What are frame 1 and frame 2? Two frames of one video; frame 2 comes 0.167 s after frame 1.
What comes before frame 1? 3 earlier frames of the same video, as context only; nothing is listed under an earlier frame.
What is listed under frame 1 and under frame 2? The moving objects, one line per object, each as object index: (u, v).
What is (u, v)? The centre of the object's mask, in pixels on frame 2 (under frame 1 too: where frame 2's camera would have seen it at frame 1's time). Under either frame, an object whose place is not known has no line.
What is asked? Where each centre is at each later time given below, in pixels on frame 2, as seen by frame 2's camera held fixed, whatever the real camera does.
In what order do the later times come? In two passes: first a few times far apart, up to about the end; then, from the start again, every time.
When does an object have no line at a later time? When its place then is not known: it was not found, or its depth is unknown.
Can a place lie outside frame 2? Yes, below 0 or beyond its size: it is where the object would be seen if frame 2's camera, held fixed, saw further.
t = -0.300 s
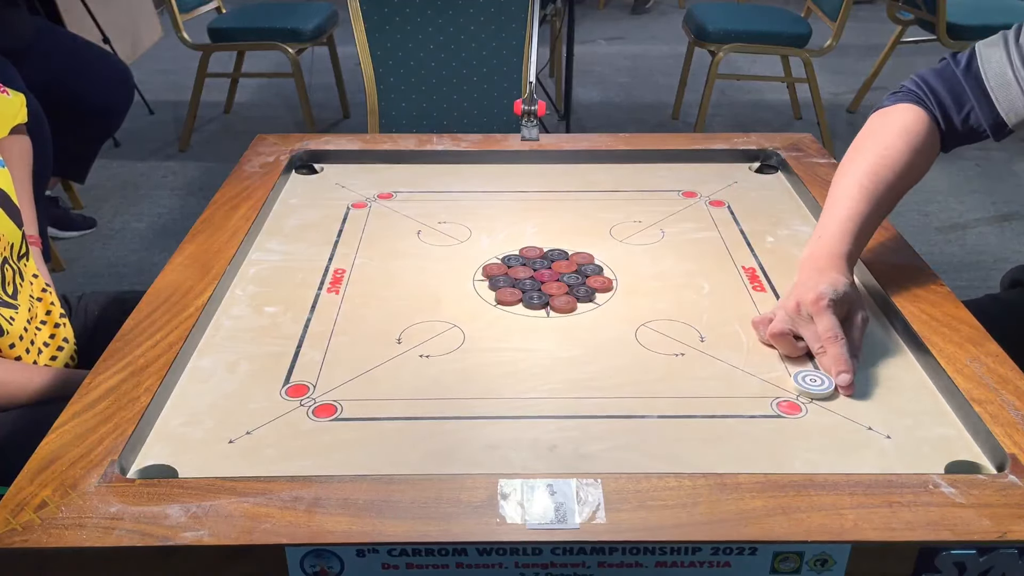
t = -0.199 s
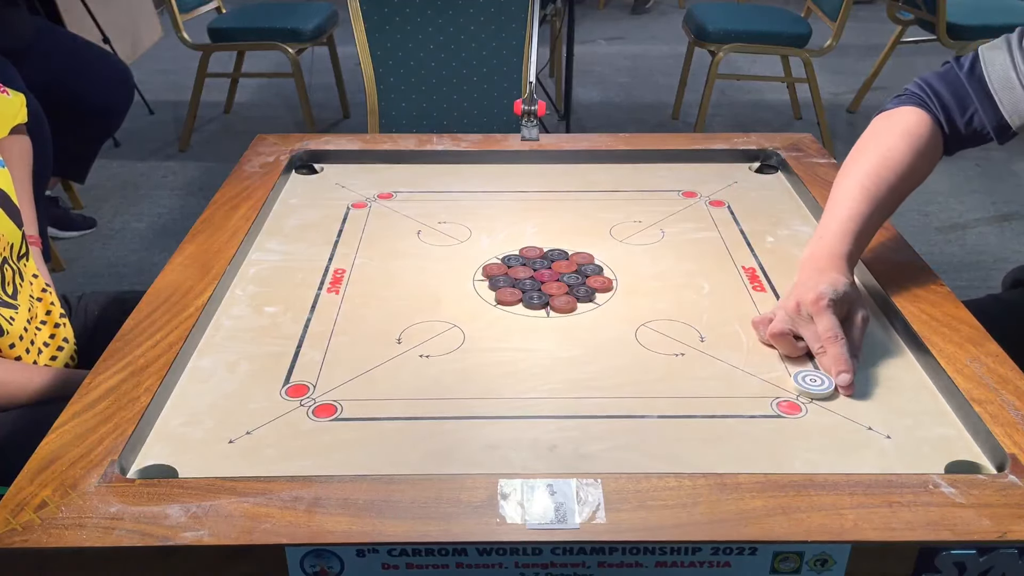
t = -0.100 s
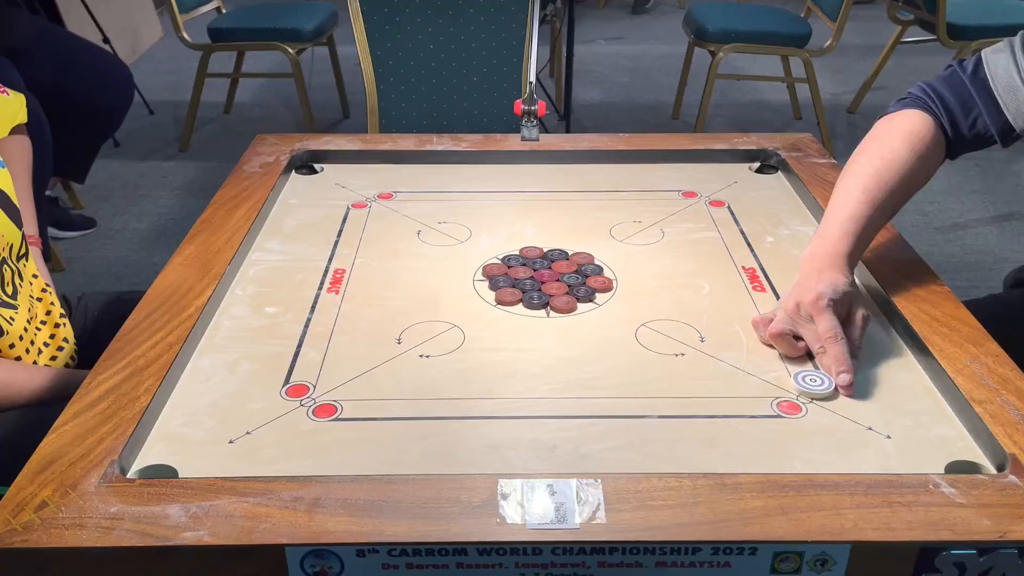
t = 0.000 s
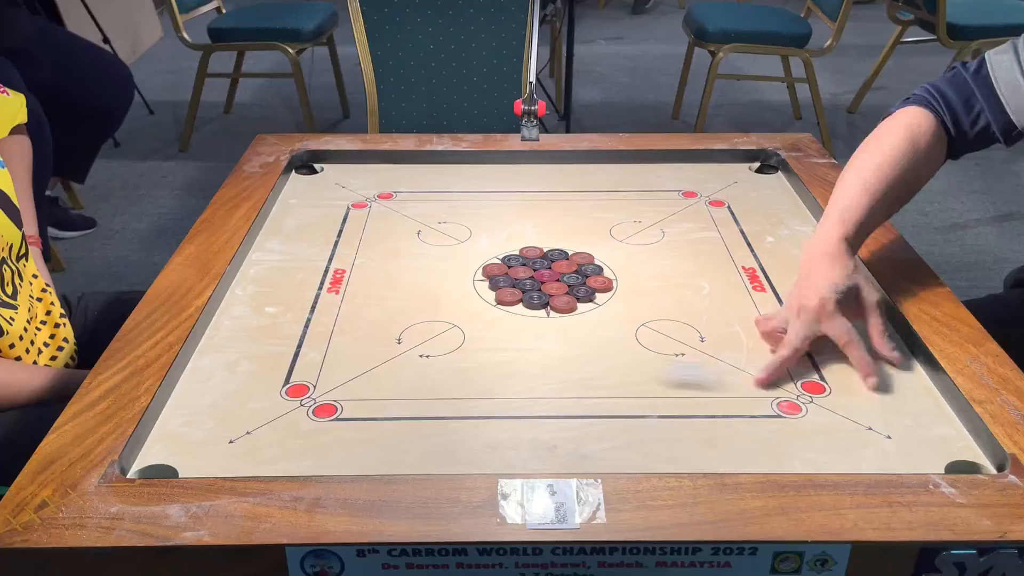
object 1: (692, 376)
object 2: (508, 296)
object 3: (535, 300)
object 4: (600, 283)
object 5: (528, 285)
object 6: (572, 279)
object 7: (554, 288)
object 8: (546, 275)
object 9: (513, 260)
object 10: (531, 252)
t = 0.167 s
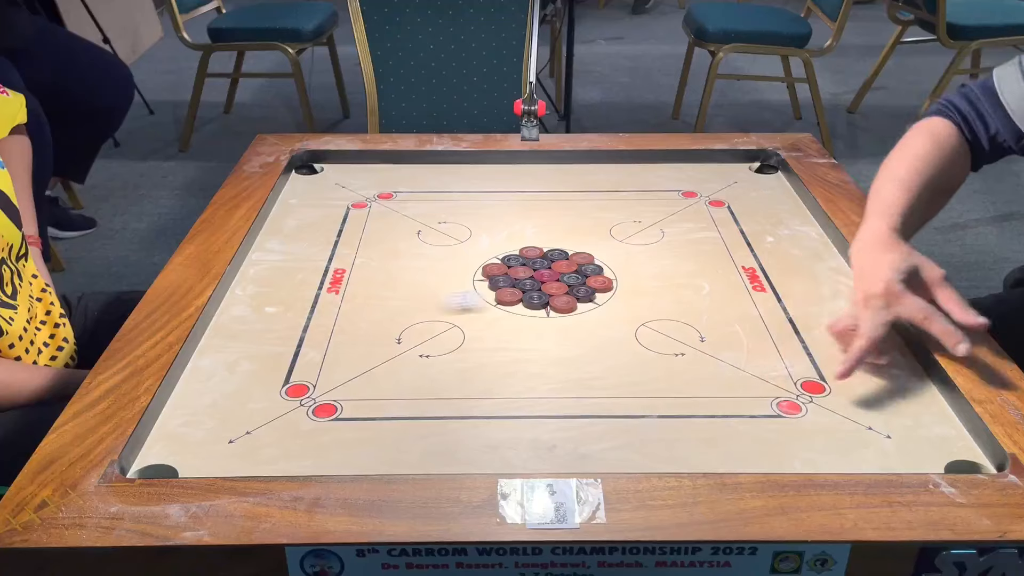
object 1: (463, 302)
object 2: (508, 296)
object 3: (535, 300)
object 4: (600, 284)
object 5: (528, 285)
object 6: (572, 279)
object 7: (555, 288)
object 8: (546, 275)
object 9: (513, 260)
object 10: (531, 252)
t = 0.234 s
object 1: (482, 312)
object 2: (525, 310)
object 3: (591, 312)
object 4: (671, 278)
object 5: (544, 292)
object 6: (615, 276)
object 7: (577, 283)
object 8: (558, 271)
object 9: (500, 245)
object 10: (511, 226)
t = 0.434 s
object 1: (492, 340)
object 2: (568, 350)
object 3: (767, 351)
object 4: (803, 262)
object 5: (587, 306)
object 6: (730, 263)
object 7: (630, 267)
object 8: (583, 259)
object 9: (469, 205)
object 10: (462, 171)
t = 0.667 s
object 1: (497, 356)
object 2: (599, 380)
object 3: (728, 381)
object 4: (823, 306)
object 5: (608, 313)
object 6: (826, 251)
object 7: (658, 258)
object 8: (587, 257)
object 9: (480, 203)
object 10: (376, 194)
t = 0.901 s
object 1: (497, 359)
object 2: (606, 386)
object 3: (634, 401)
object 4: (846, 339)
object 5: (609, 313)
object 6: (784, 244)
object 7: (659, 258)
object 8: (587, 257)
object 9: (493, 207)
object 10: (299, 200)
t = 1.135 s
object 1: (497, 359)
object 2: (602, 384)
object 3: (594, 418)
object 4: (856, 355)
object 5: (609, 313)
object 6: (780, 243)
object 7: (659, 258)
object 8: (587, 257)
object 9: (493, 207)
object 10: (299, 202)
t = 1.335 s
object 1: (498, 359)
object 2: (602, 385)
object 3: (590, 421)
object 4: (857, 356)
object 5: (609, 313)
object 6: (780, 243)
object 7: (659, 258)
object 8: (587, 257)
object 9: (493, 207)
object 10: (299, 202)
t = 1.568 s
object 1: (498, 359)
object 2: (602, 384)
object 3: (590, 421)
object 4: (857, 356)
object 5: (609, 313)
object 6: (780, 243)
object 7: (659, 258)
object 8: (587, 257)
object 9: (507, 208)
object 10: (299, 202)
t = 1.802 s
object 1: (498, 359)
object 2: (602, 385)
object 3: (590, 421)
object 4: (857, 356)
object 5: (609, 313)
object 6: (780, 243)
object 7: (659, 258)
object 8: (587, 257)
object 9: (509, 208)
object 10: (299, 202)
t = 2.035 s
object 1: (498, 359)
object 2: (602, 384)
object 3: (590, 421)
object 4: (857, 356)
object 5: (609, 313)
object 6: (780, 243)
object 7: (659, 258)
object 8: (587, 257)
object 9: (509, 208)
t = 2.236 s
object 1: (497, 359)
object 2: (602, 384)
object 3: (590, 421)
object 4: (857, 356)
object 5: (609, 313)
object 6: (780, 243)
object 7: (659, 258)
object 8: (587, 257)
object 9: (509, 208)
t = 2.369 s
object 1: (497, 359)
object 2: (602, 384)
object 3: (590, 421)
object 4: (857, 356)
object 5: (609, 313)
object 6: (780, 243)
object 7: (659, 258)
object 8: (587, 257)
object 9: (509, 208)
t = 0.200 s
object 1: (480, 306)
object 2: (516, 303)
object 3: (562, 306)
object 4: (634, 281)
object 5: (536, 289)
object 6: (593, 278)
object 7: (566, 287)
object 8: (553, 273)
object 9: (507, 254)
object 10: (521, 239)
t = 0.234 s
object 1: (482, 312)
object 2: (525, 310)
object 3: (591, 312)
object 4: (671, 278)
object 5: (544, 292)
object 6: (615, 276)
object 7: (577, 283)
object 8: (558, 271)
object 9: (500, 245)
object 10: (511, 226)
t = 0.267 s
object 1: (484, 318)
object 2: (533, 318)
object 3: (620, 319)
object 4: (708, 275)
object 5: (553, 295)
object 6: (636, 273)
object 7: (588, 280)
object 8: (564, 268)
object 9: (494, 237)
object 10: (501, 212)
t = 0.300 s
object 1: (486, 323)
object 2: (541, 325)
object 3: (650, 325)
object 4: (745, 272)
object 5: (561, 297)
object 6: (656, 271)
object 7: (598, 277)
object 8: (570, 266)
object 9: (488, 230)
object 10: (492, 200)
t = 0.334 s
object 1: (488, 328)
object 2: (548, 332)
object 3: (679, 332)
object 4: (778, 269)
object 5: (567, 299)
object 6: (676, 269)
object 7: (607, 274)
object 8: (574, 264)
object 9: (483, 223)
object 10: (484, 189)
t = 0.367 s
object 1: (489, 332)
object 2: (555, 338)
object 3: (708, 338)
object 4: (811, 266)
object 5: (574, 302)
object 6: (695, 266)
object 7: (615, 272)
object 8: (578, 262)
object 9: (478, 217)
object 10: (476, 179)
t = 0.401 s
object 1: (491, 336)
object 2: (562, 344)
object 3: (737, 345)
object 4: (830, 263)
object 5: (581, 304)
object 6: (713, 264)
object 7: (623, 269)
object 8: (581, 260)
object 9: (473, 211)
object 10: (469, 169)
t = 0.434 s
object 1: (492, 340)
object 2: (568, 350)
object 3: (767, 351)
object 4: (803, 262)
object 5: (587, 306)
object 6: (730, 263)
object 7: (630, 267)
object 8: (583, 259)
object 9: (469, 205)
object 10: (462, 171)
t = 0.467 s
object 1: (493, 343)
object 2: (574, 356)
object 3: (797, 358)
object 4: (798, 267)
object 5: (592, 307)
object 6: (746, 260)
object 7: (636, 265)
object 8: (585, 258)
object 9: (465, 201)
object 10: (455, 178)
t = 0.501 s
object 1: (494, 347)
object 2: (580, 361)
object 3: (816, 364)
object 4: (803, 274)
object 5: (596, 309)
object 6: (762, 259)
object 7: (642, 264)
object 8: (586, 257)
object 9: (461, 196)
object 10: (447, 186)
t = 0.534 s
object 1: (495, 349)
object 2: (584, 366)
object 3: (797, 367)
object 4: (807, 281)
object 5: (600, 310)
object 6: (776, 257)
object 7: (647, 262)
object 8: (587, 257)
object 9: (463, 196)
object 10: (435, 189)
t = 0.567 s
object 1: (496, 352)
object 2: (589, 370)
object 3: (779, 371)
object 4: (811, 287)
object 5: (603, 311)
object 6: (790, 256)
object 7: (651, 261)
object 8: (587, 257)
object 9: (468, 198)
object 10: (420, 190)
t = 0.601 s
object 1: (496, 354)
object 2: (592, 373)
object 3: (762, 374)
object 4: (816, 294)
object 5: (606, 312)
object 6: (803, 254)
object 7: (654, 260)
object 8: (587, 257)
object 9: (472, 200)
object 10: (405, 192)
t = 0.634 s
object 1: (497, 356)
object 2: (596, 377)
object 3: (744, 378)
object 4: (820, 300)
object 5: (608, 313)
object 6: (815, 252)
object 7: (656, 259)
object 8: (587, 257)
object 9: (476, 201)
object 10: (390, 193)
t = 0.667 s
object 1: (497, 356)
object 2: (599, 380)
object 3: (728, 381)
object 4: (823, 306)
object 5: (608, 313)
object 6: (826, 251)
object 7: (658, 258)
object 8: (587, 257)
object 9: (480, 203)
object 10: (376, 194)
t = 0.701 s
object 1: (497, 358)
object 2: (602, 382)
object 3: (713, 384)
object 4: (827, 311)
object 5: (609, 313)
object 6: (817, 249)
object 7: (659, 258)
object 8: (587, 257)
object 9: (483, 204)
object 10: (364, 195)
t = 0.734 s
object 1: (497, 359)
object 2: (604, 384)
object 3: (698, 387)
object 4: (831, 317)
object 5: (609, 313)
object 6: (810, 248)
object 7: (659, 258)
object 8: (587, 257)
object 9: (486, 205)
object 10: (351, 196)
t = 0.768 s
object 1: (498, 359)
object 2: (605, 385)
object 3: (683, 390)
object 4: (834, 322)
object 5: (609, 313)
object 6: (803, 247)
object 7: (659, 258)
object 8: (587, 257)
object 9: (489, 206)
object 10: (340, 197)
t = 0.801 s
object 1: (497, 359)
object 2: (606, 386)
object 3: (669, 393)
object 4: (837, 327)
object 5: (609, 313)
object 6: (797, 246)
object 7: (659, 258)
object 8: (587, 257)
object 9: (491, 207)
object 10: (328, 198)
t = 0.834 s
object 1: (497, 359)
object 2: (606, 386)
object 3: (657, 395)
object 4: (840, 331)
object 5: (609, 313)
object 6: (791, 245)
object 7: (659, 258)
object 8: (587, 257)
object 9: (492, 207)
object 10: (318, 198)
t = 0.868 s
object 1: (497, 359)
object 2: (606, 386)
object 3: (644, 398)
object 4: (843, 335)
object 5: (609, 313)
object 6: (787, 244)
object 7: (659, 258)
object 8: (587, 257)
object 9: (493, 207)
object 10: (309, 199)
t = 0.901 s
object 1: (497, 359)
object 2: (606, 386)
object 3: (634, 401)
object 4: (846, 339)
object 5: (609, 313)
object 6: (784, 244)
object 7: (659, 258)
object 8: (587, 257)
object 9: (493, 207)
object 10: (299, 200)
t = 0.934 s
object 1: (497, 359)
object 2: (603, 385)
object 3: (626, 405)
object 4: (847, 343)
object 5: (609, 313)
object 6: (782, 243)
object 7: (659, 258)
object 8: (587, 257)
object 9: (493, 207)
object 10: (292, 201)
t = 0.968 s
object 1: (497, 359)
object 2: (602, 384)
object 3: (619, 408)
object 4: (849, 346)
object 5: (609, 313)
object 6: (781, 243)
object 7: (659, 258)
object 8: (587, 257)
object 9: (493, 207)
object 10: (288, 201)
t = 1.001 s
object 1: (498, 359)
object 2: (602, 384)
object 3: (612, 410)
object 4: (851, 349)
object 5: (609, 313)
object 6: (780, 243)
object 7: (659, 258)
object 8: (587, 257)
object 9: (493, 207)
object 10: (292, 201)
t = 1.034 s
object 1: (497, 359)
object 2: (602, 384)
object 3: (606, 412)
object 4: (852, 351)
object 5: (609, 313)
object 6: (780, 243)
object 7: (659, 258)
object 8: (587, 257)
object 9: (493, 207)
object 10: (295, 201)
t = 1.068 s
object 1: (498, 359)
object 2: (602, 384)
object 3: (601, 414)
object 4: (854, 353)
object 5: (609, 313)
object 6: (780, 243)
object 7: (659, 258)
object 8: (587, 257)
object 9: (493, 207)
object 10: (297, 201)
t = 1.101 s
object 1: (498, 359)
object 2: (602, 384)
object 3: (597, 417)
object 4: (855, 355)
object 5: (609, 313)
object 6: (780, 243)
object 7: (659, 258)
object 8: (587, 257)
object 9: (493, 207)
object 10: (299, 202)
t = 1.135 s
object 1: (497, 359)
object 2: (602, 384)
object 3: (594, 418)
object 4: (856, 355)
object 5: (609, 313)
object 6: (780, 243)
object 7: (659, 258)
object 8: (587, 257)
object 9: (493, 207)
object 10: (299, 202)
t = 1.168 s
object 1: (497, 359)
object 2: (602, 384)
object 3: (592, 419)
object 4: (857, 356)
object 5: (609, 313)
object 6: (780, 243)
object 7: (659, 258)
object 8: (587, 257)
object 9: (493, 207)
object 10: (299, 202)
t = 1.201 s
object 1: (497, 359)
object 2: (602, 384)
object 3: (590, 420)
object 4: (857, 356)
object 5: (609, 313)
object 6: (780, 243)
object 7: (659, 258)
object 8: (587, 257)
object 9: (493, 207)
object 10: (299, 202)
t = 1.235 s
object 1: (498, 359)
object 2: (602, 384)
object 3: (590, 421)
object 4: (857, 356)
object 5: (609, 313)
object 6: (780, 243)
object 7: (659, 258)
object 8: (587, 257)
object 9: (493, 207)
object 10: (299, 202)
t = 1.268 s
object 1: (497, 359)
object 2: (602, 384)
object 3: (590, 421)
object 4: (857, 356)
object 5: (609, 313)
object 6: (780, 243)
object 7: (659, 258)
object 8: (587, 257)
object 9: (493, 208)
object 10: (299, 202)
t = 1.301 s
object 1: (497, 359)
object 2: (602, 384)
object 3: (590, 421)
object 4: (857, 356)
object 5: (609, 313)
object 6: (780, 243)
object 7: (659, 258)
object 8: (587, 257)
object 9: (493, 207)
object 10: (299, 202)
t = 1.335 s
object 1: (498, 359)
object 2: (602, 385)
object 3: (590, 421)
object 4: (857, 356)
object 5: (609, 313)
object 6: (780, 243)
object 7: (659, 258)
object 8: (587, 257)
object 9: (493, 207)
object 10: (299, 202)
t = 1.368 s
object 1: (497, 359)
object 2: (602, 384)
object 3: (590, 421)
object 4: (857, 356)
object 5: (609, 313)
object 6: (780, 243)
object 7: (659, 258)
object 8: (587, 257)
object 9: (493, 207)
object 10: (299, 202)
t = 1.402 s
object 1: (497, 359)
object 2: (602, 384)
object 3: (590, 421)
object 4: (857, 356)
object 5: (609, 313)
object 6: (780, 243)
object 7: (659, 258)
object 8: (587, 257)
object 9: (493, 207)
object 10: (299, 202)
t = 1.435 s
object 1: (497, 359)
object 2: (602, 384)
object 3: (590, 421)
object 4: (857, 356)
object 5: (609, 313)
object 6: (780, 243)
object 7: (659, 258)
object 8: (587, 257)
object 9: (493, 207)
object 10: (299, 202)
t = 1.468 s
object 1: (498, 359)
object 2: (602, 384)
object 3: (590, 421)
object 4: (857, 356)
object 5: (609, 313)
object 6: (780, 243)
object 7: (659, 258)
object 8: (587, 257)
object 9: (498, 208)
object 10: (299, 202)
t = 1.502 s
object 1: (497, 359)
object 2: (602, 384)
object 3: (590, 421)
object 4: (857, 356)
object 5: (609, 313)
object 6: (780, 243)
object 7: (659, 258)
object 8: (587, 257)
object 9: (501, 208)
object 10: (299, 202)
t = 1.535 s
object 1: (497, 359)
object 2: (602, 384)
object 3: (590, 421)
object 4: (857, 356)
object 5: (609, 313)
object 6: (780, 243)
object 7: (659, 258)
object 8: (587, 257)
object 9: (505, 208)
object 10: (299, 202)
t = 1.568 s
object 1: (498, 359)
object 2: (602, 384)
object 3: (590, 421)
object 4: (857, 356)
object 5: (609, 313)
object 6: (780, 243)
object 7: (659, 258)
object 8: (587, 257)
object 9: (507, 208)
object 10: (299, 202)
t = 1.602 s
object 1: (497, 359)
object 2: (602, 384)
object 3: (590, 421)
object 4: (857, 356)
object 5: (609, 313)
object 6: (780, 243)
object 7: (659, 258)
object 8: (587, 257)
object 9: (508, 208)
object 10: (299, 202)
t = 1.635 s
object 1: (497, 359)
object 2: (602, 385)
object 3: (590, 421)
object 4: (857, 356)
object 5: (609, 313)
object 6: (780, 243)
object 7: (659, 258)
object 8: (587, 257)
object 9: (509, 208)
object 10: (299, 202)
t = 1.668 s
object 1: (497, 359)
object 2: (602, 385)
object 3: (590, 421)
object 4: (857, 356)
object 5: (609, 313)
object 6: (780, 243)
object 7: (659, 258)
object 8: (587, 257)
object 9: (509, 208)
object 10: (299, 202)
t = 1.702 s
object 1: (498, 359)
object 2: (602, 385)
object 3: (590, 421)
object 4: (857, 356)
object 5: (609, 313)
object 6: (780, 243)
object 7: (659, 258)
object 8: (587, 257)
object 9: (509, 208)
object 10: (299, 202)
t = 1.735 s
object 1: (498, 359)
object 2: (602, 384)
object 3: (590, 421)
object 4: (857, 356)
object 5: (609, 313)
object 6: (780, 243)
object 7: (659, 258)
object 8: (587, 257)
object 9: (509, 208)
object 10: (299, 202)
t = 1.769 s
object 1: (497, 359)
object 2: (602, 385)
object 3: (590, 421)
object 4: (857, 356)
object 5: (609, 313)
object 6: (780, 243)
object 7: (659, 258)
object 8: (587, 257)
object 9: (509, 208)
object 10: (299, 202)
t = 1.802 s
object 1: (498, 359)
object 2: (602, 385)
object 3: (590, 421)
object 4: (857, 356)
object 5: (609, 313)
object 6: (780, 243)
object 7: (659, 258)
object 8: (587, 257)
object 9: (509, 208)
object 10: (299, 202)
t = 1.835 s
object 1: (497, 359)
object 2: (602, 385)
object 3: (590, 421)
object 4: (857, 356)
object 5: (609, 313)
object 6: (780, 243)
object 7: (659, 258)
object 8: (587, 257)
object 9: (509, 208)
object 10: (299, 202)
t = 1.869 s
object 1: (497, 359)
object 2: (602, 385)
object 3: (590, 421)
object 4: (857, 356)
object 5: (609, 313)
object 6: (780, 243)
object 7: (659, 258)
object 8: (587, 257)
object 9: (509, 208)
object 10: (299, 202)
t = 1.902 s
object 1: (497, 359)
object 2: (602, 384)
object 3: (590, 421)
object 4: (857, 356)
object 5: (609, 313)
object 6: (780, 243)
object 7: (659, 258)
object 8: (587, 257)
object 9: (509, 208)
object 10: (299, 202)
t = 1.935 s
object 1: (497, 359)
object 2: (602, 384)
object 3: (590, 421)
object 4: (857, 356)
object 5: (609, 313)
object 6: (780, 243)
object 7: (659, 258)
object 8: (587, 257)
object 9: (509, 208)
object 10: (299, 202)
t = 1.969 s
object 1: (498, 359)
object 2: (602, 384)
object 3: (590, 421)
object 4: (857, 356)
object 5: (609, 313)
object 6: (780, 243)
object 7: (659, 258)
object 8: (587, 257)
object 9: (509, 208)
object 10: (299, 202)
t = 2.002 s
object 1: (497, 359)
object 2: (602, 384)
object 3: (590, 421)
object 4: (857, 356)
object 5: (609, 313)
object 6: (780, 243)
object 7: (659, 258)
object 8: (587, 257)
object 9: (509, 208)
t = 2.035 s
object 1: (498, 359)
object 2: (602, 384)
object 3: (590, 421)
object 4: (857, 356)
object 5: (609, 313)
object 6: (780, 243)
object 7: (659, 258)
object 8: (587, 257)
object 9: (509, 208)
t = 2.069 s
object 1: (497, 359)
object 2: (602, 384)
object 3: (590, 421)
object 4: (857, 356)
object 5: (609, 313)
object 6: (780, 243)
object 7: (659, 258)
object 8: (587, 257)
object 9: (509, 208)
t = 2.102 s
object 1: (497, 359)
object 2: (602, 384)
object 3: (590, 421)
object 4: (857, 356)
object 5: (609, 313)
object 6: (780, 243)
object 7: (659, 258)
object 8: (587, 257)
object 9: (509, 208)
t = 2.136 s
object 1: (497, 359)
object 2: (602, 384)
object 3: (590, 421)
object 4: (857, 356)
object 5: (609, 313)
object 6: (780, 243)
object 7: (659, 258)
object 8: (587, 257)
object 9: (509, 208)
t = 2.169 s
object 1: (497, 359)
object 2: (602, 384)
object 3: (590, 421)
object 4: (857, 356)
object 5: (609, 313)
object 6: (780, 243)
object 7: (659, 258)
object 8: (587, 257)
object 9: (509, 208)
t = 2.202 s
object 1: (498, 359)
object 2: (602, 384)
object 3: (590, 421)
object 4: (857, 356)
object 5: (609, 313)
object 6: (780, 243)
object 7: (659, 258)
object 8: (587, 257)
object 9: (509, 208)
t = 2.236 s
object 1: (497, 359)
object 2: (602, 384)
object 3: (590, 421)
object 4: (857, 356)
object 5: (609, 313)
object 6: (780, 243)
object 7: (659, 258)
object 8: (587, 257)
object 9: (509, 208)
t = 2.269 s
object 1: (497, 359)
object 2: (602, 384)
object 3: (590, 421)
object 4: (857, 356)
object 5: (609, 313)
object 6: (780, 243)
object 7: (659, 258)
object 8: (587, 257)
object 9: (509, 208)
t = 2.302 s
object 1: (497, 359)
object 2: (602, 384)
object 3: (590, 421)
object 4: (857, 356)
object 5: (609, 313)
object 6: (780, 243)
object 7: (659, 258)
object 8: (587, 257)
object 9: (509, 208)
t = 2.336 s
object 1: (497, 359)
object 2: (602, 384)
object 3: (590, 421)
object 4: (857, 356)
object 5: (609, 313)
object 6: (780, 243)
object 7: (659, 258)
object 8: (587, 257)
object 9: (509, 208)
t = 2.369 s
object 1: (497, 359)
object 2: (602, 384)
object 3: (590, 421)
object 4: (857, 356)
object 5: (609, 313)
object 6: (780, 243)
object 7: (659, 258)
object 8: (587, 257)
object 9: (509, 208)
